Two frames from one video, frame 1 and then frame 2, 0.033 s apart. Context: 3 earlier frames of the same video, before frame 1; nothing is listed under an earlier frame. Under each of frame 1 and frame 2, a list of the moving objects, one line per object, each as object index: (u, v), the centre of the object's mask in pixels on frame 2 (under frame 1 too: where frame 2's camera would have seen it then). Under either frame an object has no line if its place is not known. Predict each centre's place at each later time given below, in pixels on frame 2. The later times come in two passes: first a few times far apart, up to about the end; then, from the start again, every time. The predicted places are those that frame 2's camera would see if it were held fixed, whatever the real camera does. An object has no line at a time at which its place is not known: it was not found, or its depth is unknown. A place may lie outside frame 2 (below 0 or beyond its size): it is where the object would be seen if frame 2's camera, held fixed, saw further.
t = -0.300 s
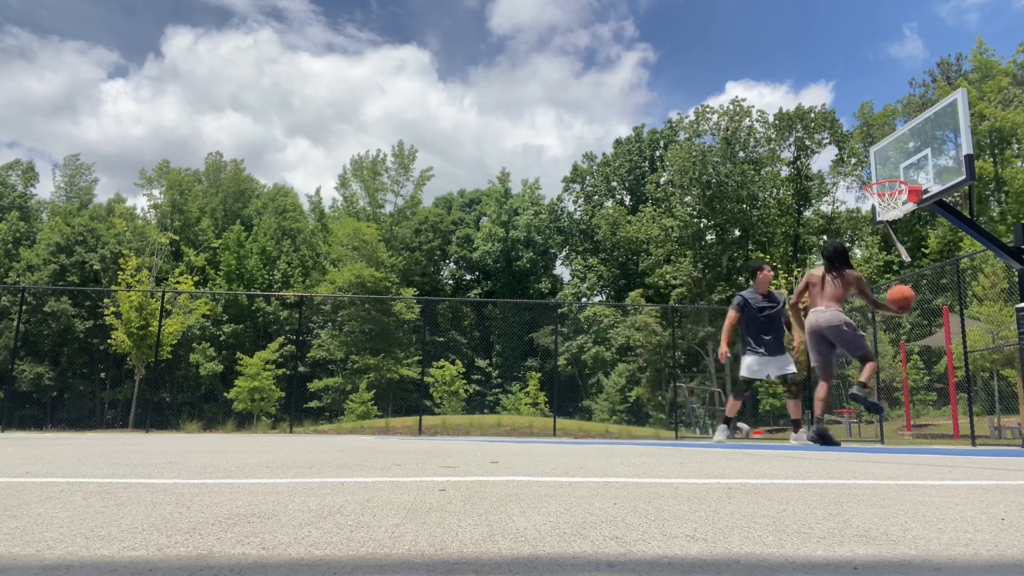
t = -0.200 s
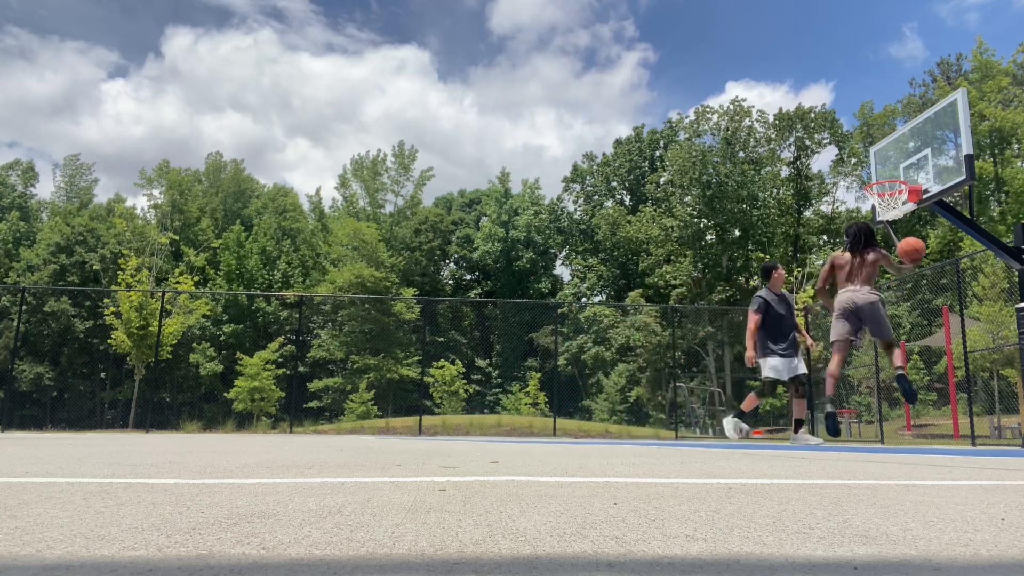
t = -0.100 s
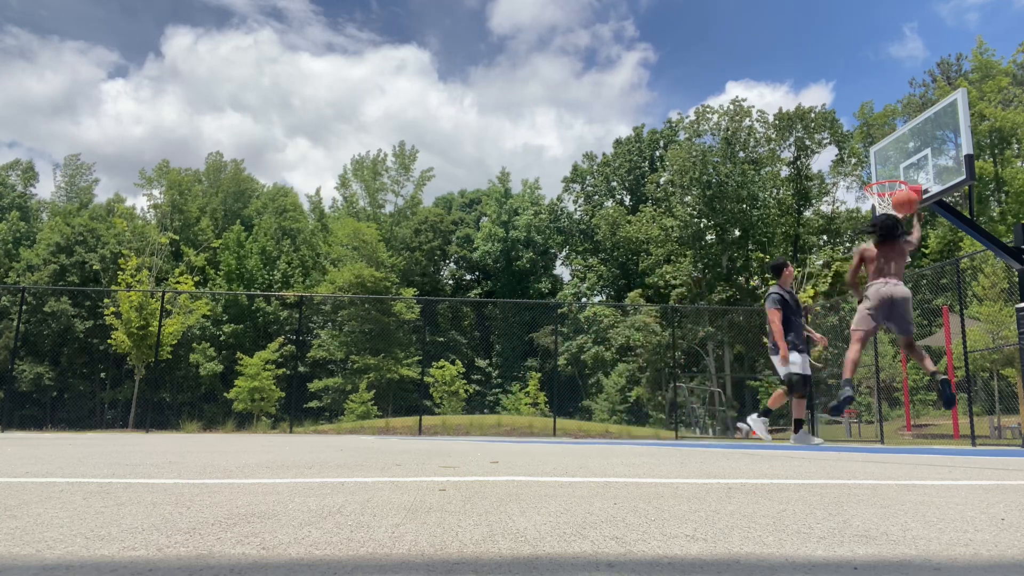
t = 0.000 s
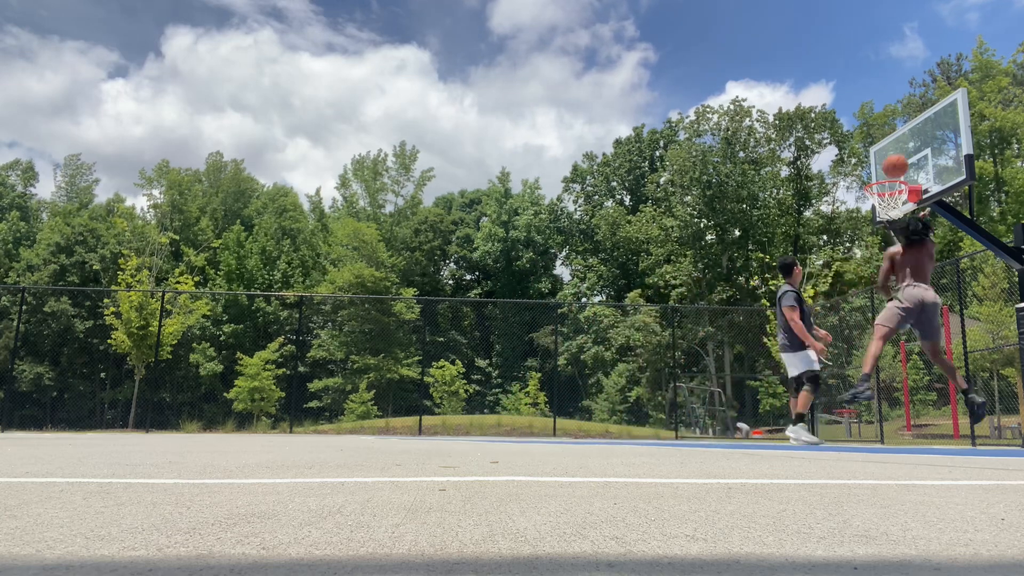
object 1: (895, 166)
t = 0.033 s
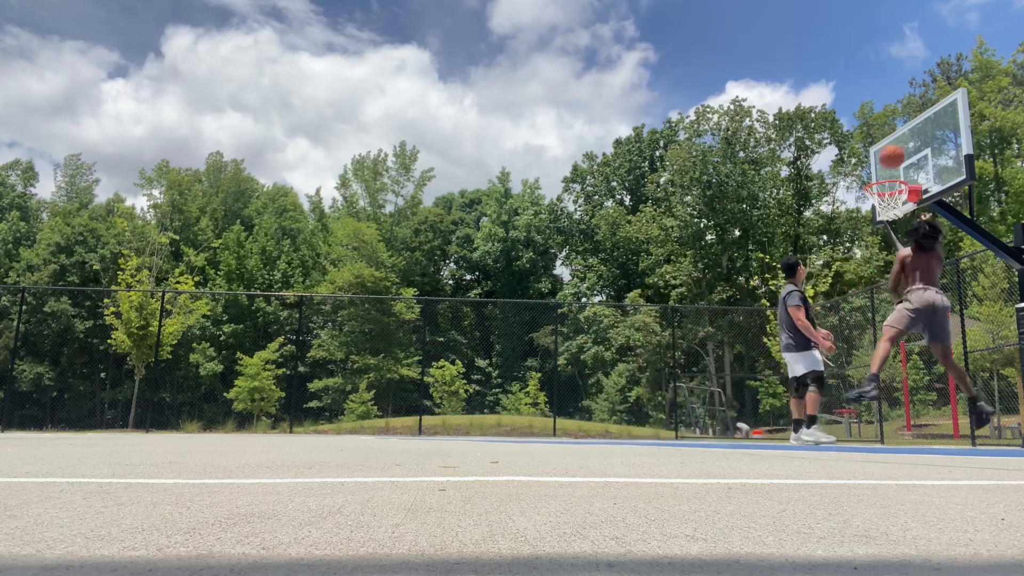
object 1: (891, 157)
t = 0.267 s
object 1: (875, 123)
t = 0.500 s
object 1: (864, 135)
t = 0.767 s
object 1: (857, 199)
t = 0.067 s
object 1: (890, 149)
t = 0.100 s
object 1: (886, 142)
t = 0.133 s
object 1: (884, 136)
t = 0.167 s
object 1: (882, 131)
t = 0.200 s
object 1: (879, 127)
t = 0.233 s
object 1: (877, 126)
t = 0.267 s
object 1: (875, 123)
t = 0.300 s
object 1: (874, 123)
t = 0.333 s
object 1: (873, 123)
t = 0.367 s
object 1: (871, 123)
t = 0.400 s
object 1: (868, 126)
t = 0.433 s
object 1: (867, 130)
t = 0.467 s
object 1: (866, 132)
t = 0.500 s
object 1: (864, 135)
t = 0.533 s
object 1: (863, 141)
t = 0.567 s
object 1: (862, 147)
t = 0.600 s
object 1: (861, 154)
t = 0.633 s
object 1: (860, 161)
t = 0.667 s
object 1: (859, 170)
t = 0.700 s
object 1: (859, 179)
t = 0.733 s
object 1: (858, 189)
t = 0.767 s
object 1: (857, 199)
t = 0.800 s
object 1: (856, 211)
